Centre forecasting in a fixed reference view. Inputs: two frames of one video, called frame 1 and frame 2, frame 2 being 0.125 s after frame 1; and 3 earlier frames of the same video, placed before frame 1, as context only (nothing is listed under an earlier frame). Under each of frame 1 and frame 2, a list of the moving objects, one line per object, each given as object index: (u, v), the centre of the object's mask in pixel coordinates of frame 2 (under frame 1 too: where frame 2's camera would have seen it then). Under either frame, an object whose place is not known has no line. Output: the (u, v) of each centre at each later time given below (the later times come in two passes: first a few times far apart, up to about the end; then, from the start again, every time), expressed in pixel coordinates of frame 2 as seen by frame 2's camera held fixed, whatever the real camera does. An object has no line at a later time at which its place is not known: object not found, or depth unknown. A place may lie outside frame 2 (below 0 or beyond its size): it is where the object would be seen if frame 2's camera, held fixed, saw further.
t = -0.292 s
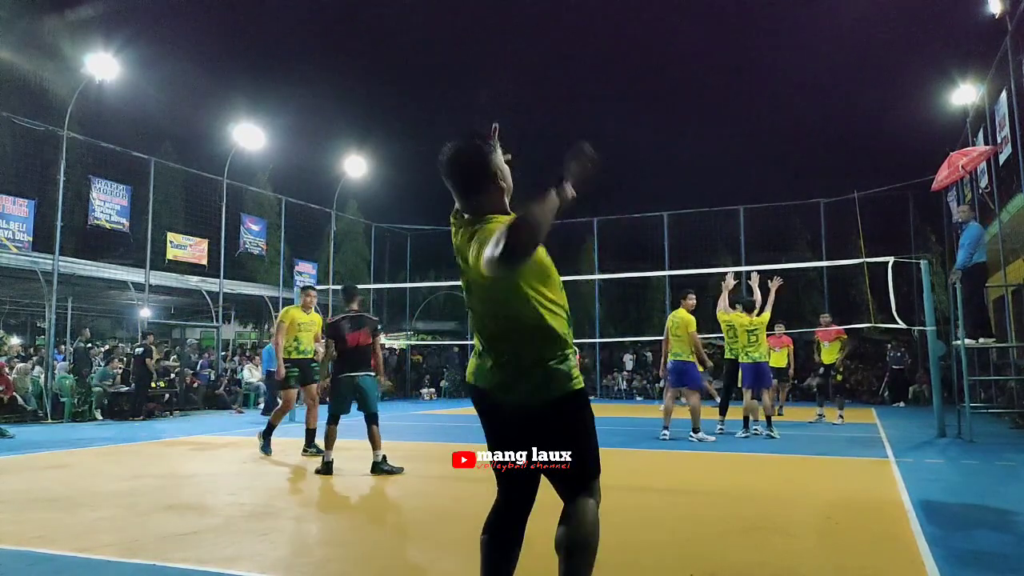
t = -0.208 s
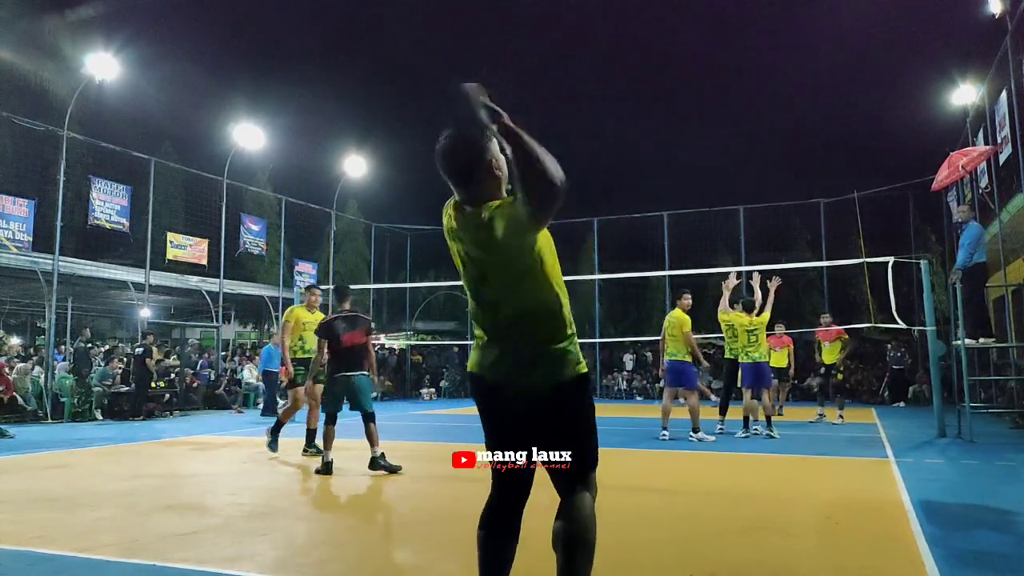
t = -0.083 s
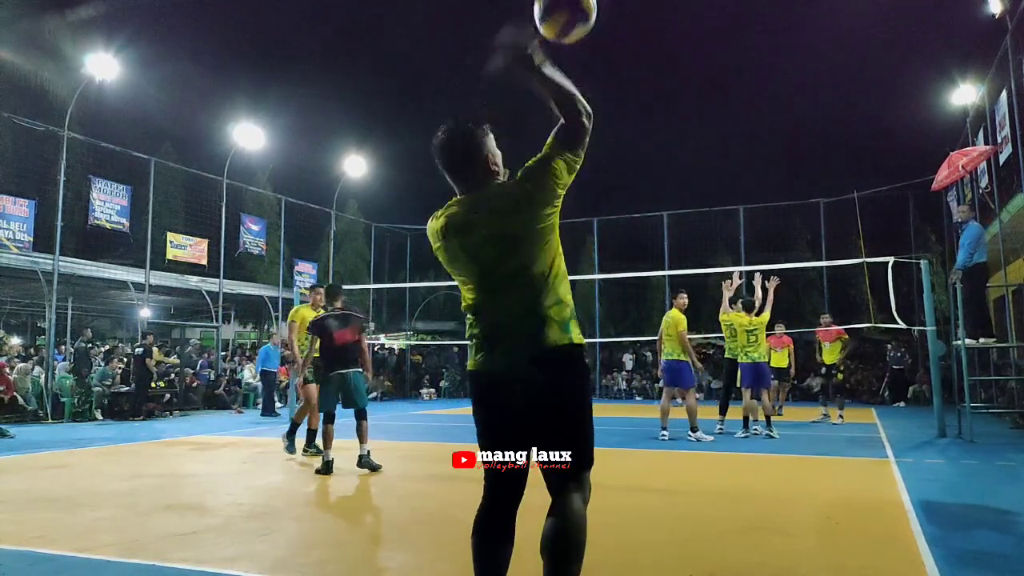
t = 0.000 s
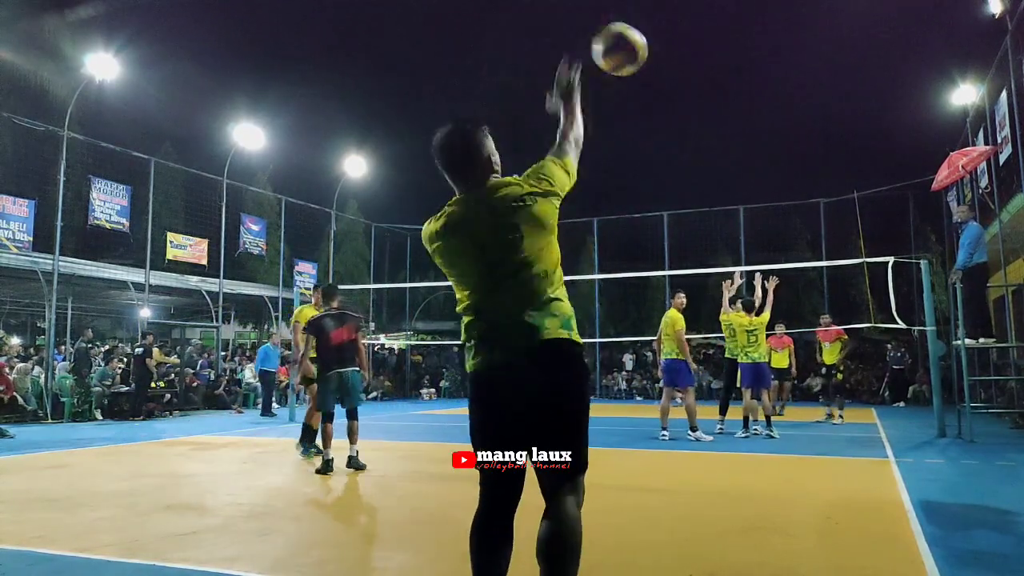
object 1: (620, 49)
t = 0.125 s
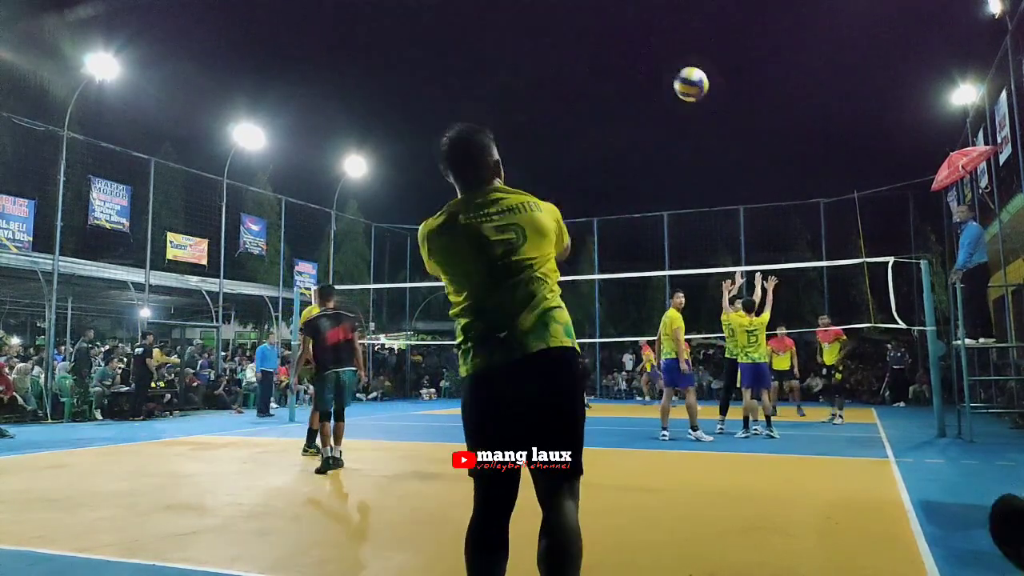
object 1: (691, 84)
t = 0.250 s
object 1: (724, 113)
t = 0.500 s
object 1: (766, 181)
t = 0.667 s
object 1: (781, 229)
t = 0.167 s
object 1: (702, 92)
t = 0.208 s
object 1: (716, 105)
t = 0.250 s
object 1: (724, 113)
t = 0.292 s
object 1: (735, 126)
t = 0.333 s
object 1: (741, 135)
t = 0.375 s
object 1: (750, 148)
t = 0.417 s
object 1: (755, 157)
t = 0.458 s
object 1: (762, 171)
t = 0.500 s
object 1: (766, 181)
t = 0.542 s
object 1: (770, 190)
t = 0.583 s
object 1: (774, 204)
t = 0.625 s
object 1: (777, 214)
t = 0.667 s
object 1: (781, 229)
